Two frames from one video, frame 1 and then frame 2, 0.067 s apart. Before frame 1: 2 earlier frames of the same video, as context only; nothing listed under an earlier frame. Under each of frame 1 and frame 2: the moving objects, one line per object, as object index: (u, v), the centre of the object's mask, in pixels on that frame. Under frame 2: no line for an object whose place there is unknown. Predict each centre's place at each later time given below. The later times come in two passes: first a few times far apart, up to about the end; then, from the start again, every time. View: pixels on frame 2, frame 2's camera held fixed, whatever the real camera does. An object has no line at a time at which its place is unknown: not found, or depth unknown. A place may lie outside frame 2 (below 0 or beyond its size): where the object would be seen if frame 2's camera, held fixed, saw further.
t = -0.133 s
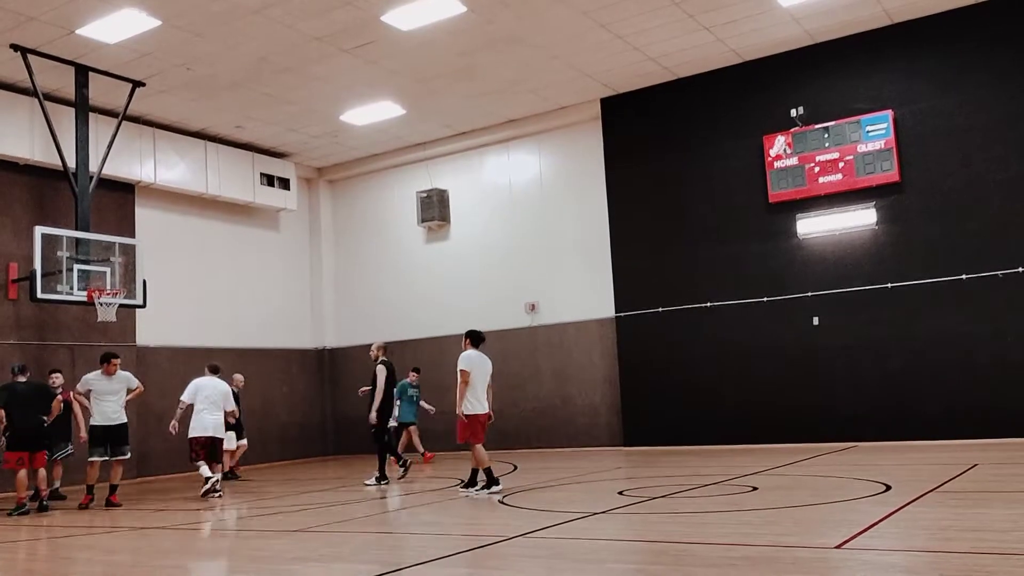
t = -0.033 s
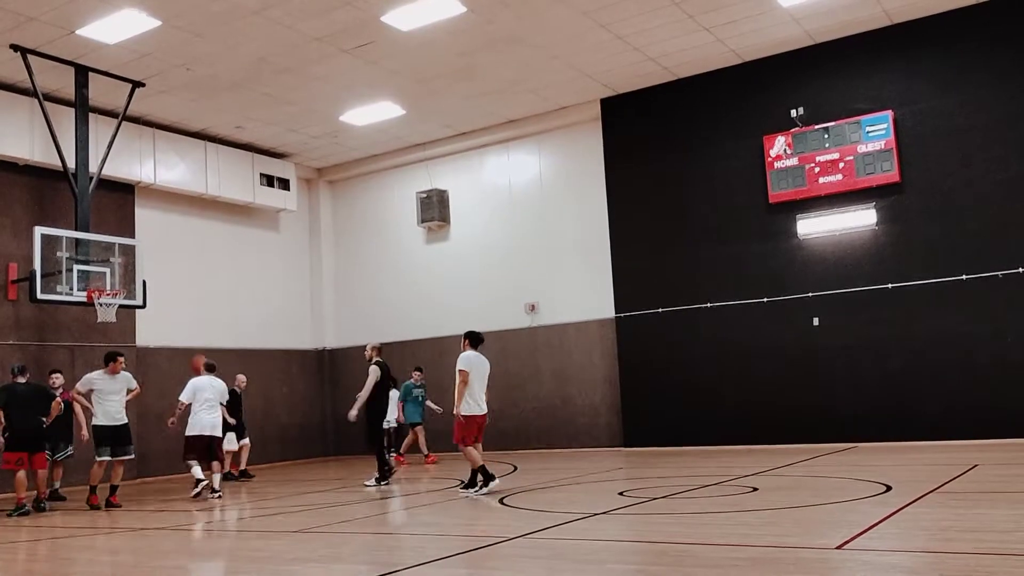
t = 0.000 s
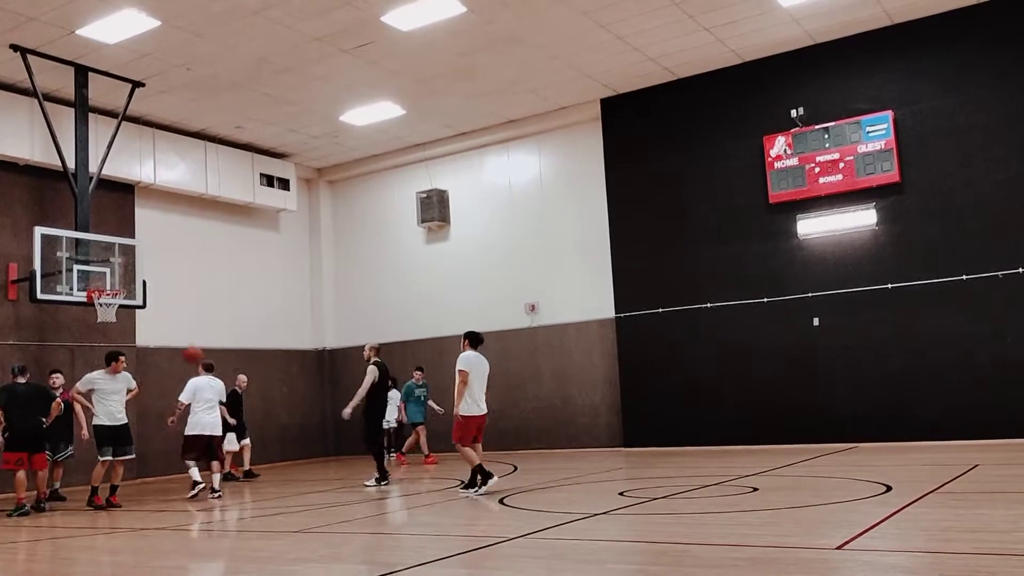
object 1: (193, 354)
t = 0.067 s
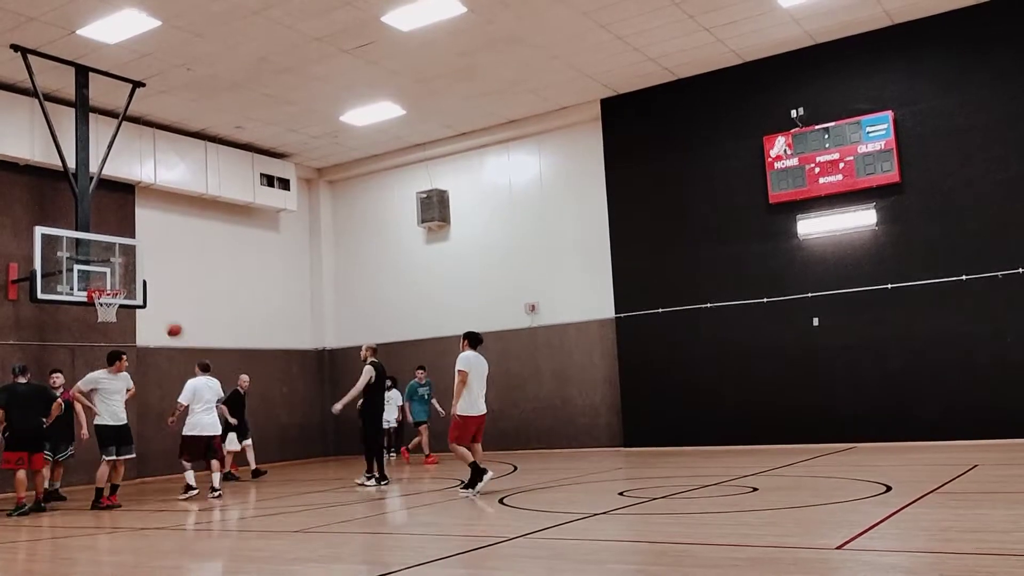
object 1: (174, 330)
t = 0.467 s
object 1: (112, 254)
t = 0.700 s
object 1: (143, 230)
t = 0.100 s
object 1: (165, 320)
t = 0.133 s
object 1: (157, 311)
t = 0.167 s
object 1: (149, 302)
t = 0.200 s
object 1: (140, 295)
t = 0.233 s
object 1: (132, 289)
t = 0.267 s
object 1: (126, 284)
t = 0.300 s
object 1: (121, 279)
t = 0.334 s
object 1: (117, 274)
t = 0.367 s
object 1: (112, 269)
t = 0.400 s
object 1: (108, 266)
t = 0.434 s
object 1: (108, 260)
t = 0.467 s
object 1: (112, 254)
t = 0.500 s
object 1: (116, 250)
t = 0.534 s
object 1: (121, 244)
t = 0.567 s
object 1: (125, 240)
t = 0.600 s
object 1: (129, 236)
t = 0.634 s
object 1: (133, 234)
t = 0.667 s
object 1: (137, 232)
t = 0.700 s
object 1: (143, 230)
